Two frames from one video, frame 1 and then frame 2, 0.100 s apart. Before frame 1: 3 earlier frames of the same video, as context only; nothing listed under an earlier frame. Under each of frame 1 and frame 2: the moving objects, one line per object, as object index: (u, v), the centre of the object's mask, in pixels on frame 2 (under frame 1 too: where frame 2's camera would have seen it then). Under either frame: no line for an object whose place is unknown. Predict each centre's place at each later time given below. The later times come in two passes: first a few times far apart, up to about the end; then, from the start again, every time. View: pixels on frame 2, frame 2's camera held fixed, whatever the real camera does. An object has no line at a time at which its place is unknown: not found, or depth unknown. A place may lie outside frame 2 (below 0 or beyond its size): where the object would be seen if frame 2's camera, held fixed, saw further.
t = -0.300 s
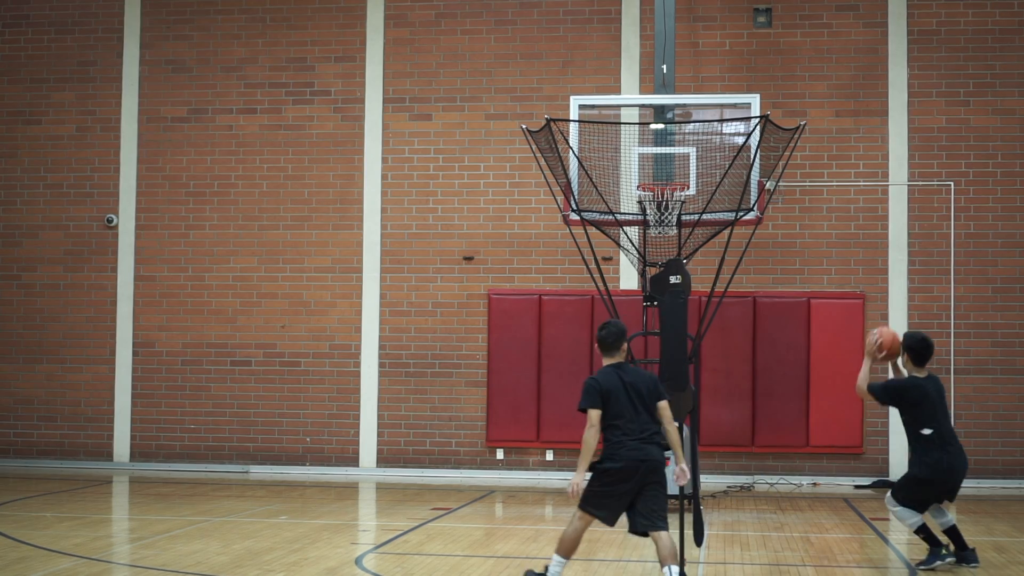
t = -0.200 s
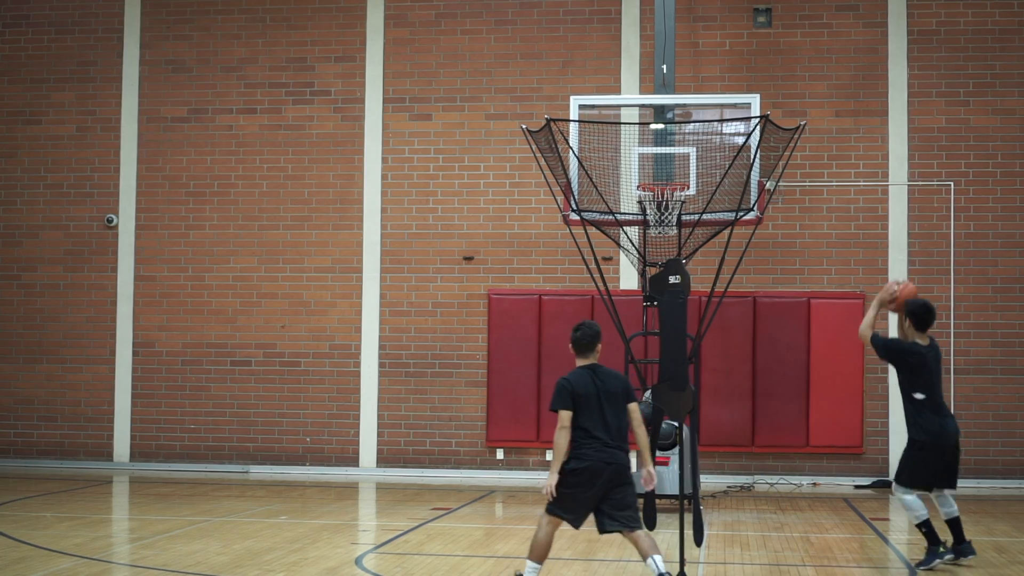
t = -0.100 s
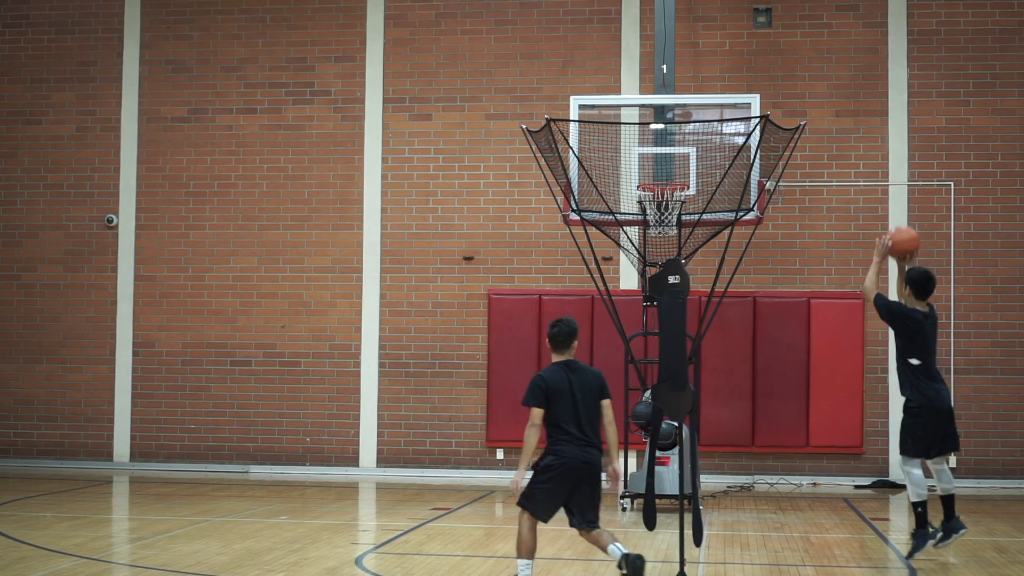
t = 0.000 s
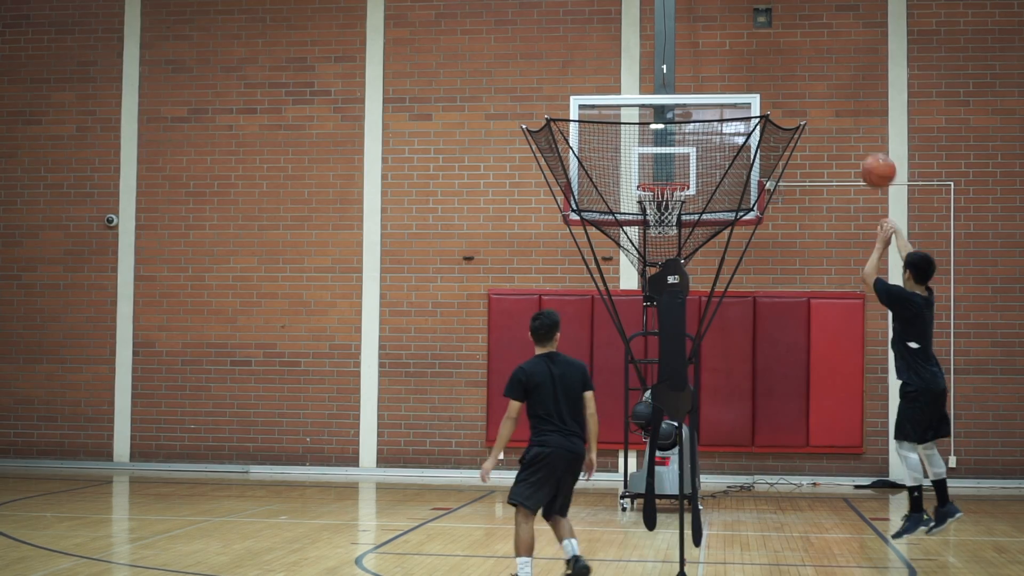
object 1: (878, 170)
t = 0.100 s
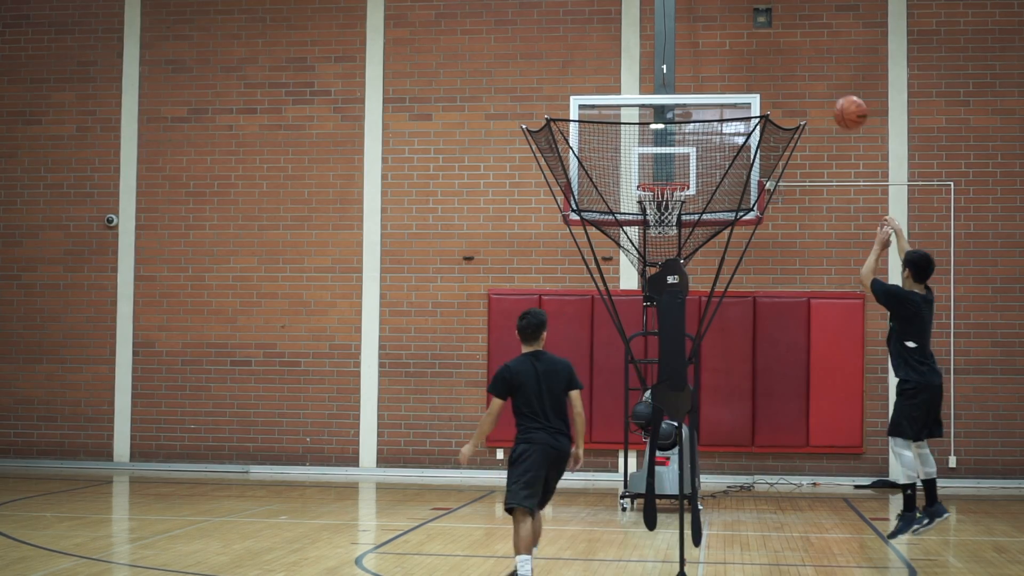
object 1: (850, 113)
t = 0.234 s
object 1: (817, 61)
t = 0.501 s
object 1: (757, 32)
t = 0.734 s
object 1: (712, 73)
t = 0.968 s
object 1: (674, 165)
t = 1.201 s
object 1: (666, 203)
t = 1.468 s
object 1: (668, 209)
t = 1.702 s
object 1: (661, 237)
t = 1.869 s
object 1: (665, 256)
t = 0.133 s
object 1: (841, 97)
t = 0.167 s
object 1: (833, 83)
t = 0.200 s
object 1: (824, 71)
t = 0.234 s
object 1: (817, 61)
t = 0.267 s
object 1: (808, 52)
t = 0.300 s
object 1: (800, 45)
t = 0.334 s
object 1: (793, 39)
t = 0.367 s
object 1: (785, 35)
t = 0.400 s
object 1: (778, 32)
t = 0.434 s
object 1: (771, 31)
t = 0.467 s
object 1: (764, 31)
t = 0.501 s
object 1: (757, 32)
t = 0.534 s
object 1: (750, 34)
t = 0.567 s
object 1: (744, 38)
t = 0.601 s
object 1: (737, 42)
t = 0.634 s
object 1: (730, 48)
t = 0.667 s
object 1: (724, 55)
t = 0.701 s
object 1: (718, 63)
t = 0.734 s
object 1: (712, 73)
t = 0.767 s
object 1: (706, 83)
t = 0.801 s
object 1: (701, 94)
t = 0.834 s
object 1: (695, 107)
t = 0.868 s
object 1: (690, 120)
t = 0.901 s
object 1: (684, 135)
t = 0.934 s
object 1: (679, 149)
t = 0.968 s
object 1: (674, 165)
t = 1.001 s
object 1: (668, 178)
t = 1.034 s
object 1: (663, 197)
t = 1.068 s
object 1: (660, 208)
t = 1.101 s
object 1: (653, 213)
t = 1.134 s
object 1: (659, 212)
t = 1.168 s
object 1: (667, 211)
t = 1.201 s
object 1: (666, 203)
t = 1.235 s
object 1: (670, 200)
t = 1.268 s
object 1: (671, 195)
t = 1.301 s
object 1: (671, 195)
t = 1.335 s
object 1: (671, 195)
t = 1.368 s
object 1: (671, 196)
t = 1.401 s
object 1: (670, 200)
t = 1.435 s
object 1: (669, 207)
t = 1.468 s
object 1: (668, 209)
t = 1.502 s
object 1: (668, 209)
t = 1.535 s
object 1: (660, 212)
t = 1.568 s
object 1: (659, 227)
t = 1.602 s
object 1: (657, 229)
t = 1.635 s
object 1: (659, 236)
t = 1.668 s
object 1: (660, 237)
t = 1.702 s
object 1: (661, 237)
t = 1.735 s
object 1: (663, 239)
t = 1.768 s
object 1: (663, 242)
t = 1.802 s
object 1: (665, 246)
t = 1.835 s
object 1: (665, 250)
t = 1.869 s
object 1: (665, 256)
